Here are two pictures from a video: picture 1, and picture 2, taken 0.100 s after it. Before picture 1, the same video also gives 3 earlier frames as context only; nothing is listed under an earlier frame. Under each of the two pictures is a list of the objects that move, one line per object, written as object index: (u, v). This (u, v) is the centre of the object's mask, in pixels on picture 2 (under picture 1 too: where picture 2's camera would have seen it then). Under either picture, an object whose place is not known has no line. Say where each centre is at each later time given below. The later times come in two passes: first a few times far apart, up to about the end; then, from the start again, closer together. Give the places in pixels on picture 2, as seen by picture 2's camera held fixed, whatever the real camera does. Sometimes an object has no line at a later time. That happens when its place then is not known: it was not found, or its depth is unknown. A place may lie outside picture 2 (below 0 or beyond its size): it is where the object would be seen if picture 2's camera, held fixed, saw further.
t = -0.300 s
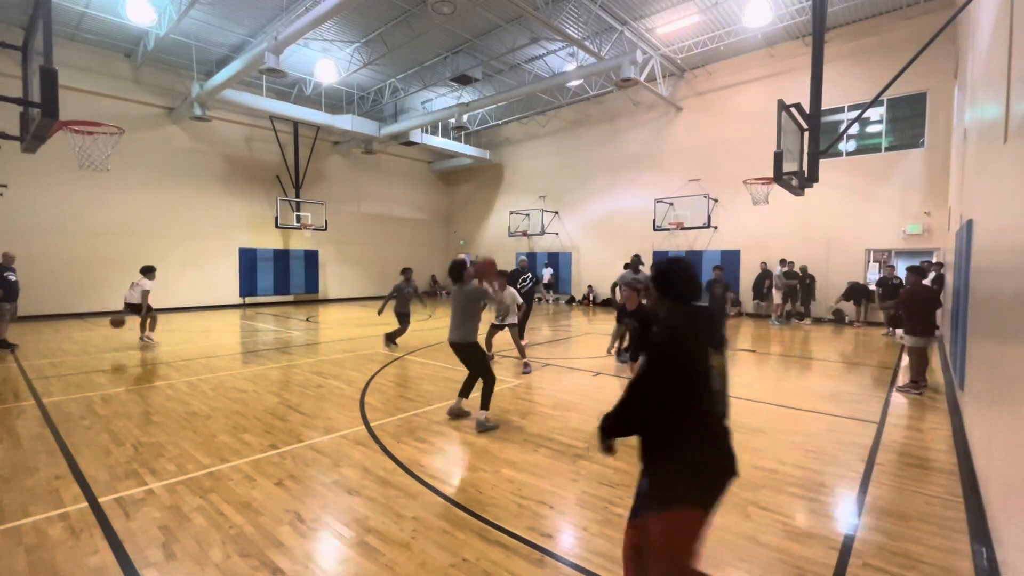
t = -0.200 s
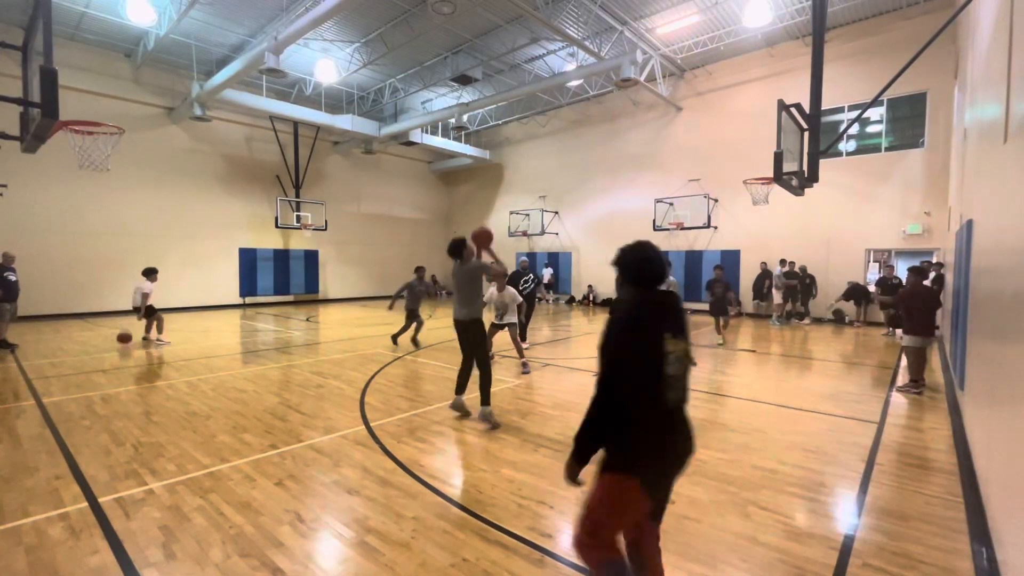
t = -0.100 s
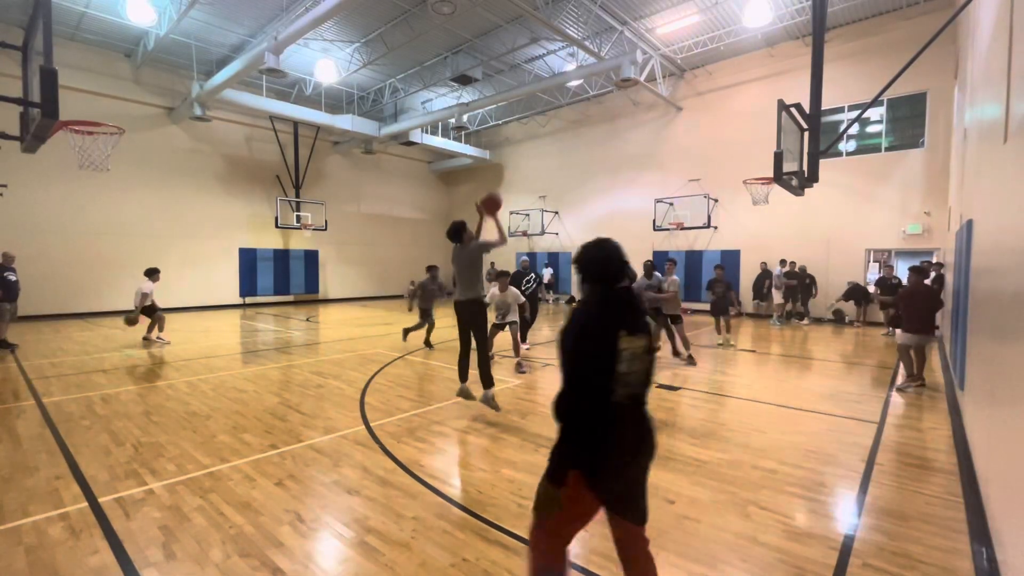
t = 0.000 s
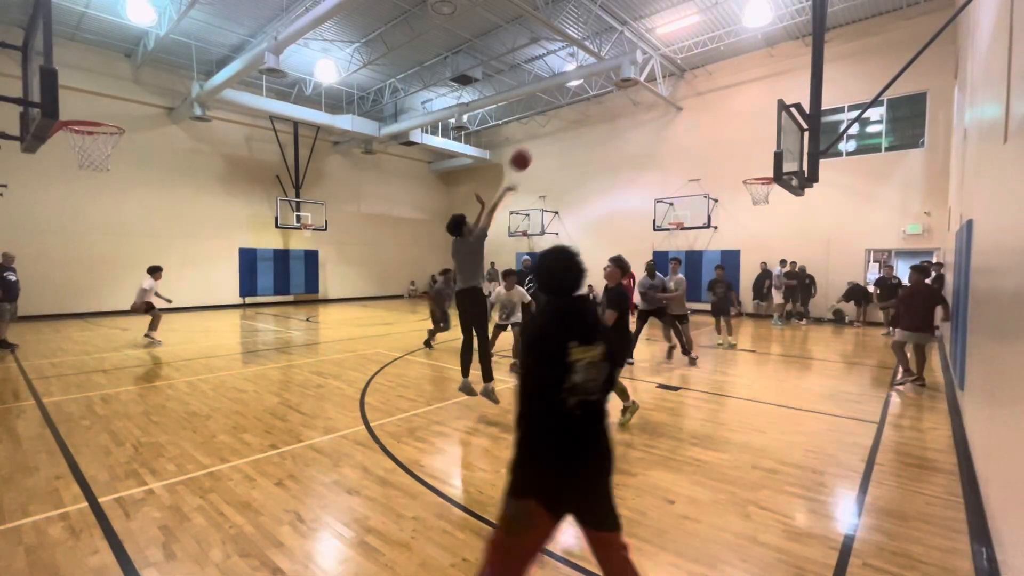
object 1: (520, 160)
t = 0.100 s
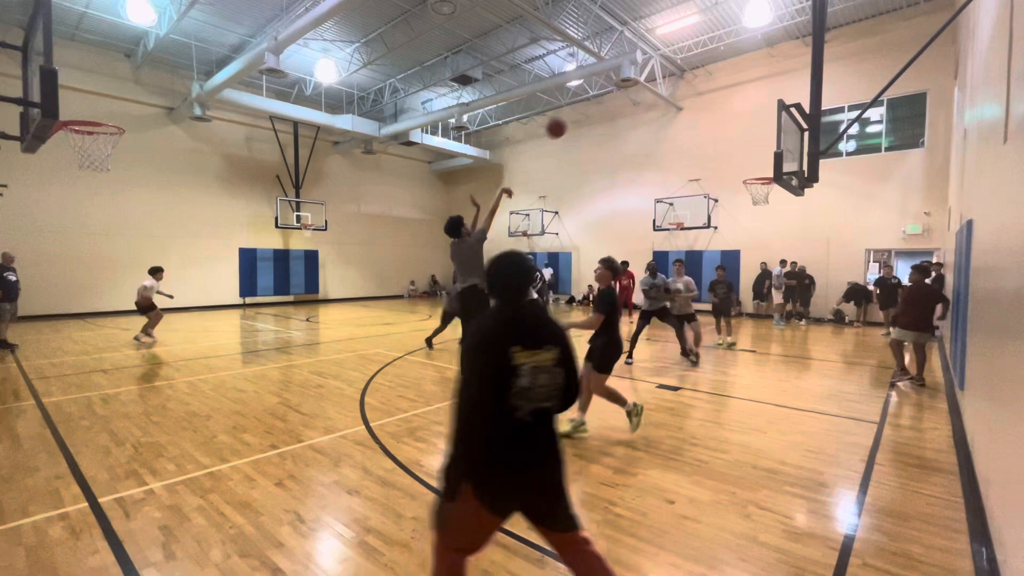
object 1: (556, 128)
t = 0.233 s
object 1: (599, 101)
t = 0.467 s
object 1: (664, 90)
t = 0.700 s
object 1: (717, 117)
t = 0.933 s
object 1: (760, 173)
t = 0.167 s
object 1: (578, 112)
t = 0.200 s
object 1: (589, 106)
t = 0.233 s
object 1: (599, 101)
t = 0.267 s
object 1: (609, 96)
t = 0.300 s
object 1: (619, 93)
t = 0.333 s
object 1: (627, 91)
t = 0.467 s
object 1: (664, 90)
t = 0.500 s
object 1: (672, 92)
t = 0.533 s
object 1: (680, 94)
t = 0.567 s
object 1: (688, 97)
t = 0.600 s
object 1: (696, 101)
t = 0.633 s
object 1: (703, 106)
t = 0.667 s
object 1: (710, 111)
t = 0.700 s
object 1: (717, 117)
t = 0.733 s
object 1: (723, 124)
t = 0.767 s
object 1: (730, 131)
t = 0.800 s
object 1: (736, 139)
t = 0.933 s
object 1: (760, 173)
